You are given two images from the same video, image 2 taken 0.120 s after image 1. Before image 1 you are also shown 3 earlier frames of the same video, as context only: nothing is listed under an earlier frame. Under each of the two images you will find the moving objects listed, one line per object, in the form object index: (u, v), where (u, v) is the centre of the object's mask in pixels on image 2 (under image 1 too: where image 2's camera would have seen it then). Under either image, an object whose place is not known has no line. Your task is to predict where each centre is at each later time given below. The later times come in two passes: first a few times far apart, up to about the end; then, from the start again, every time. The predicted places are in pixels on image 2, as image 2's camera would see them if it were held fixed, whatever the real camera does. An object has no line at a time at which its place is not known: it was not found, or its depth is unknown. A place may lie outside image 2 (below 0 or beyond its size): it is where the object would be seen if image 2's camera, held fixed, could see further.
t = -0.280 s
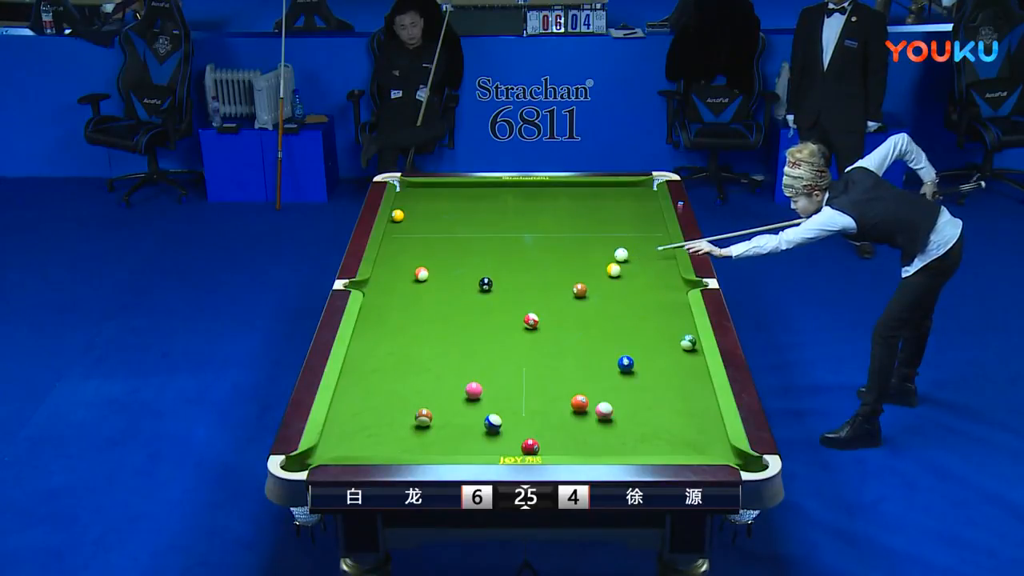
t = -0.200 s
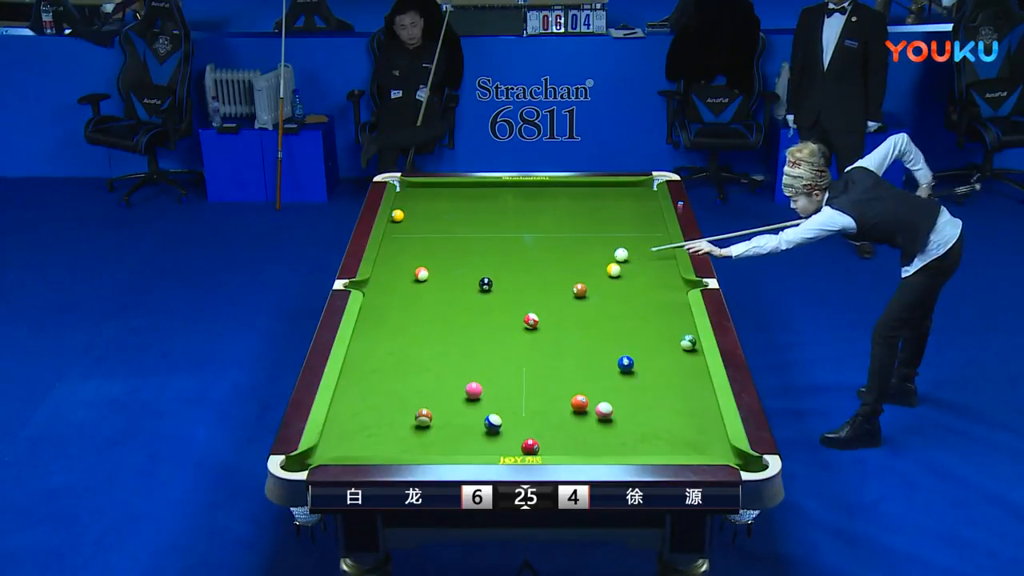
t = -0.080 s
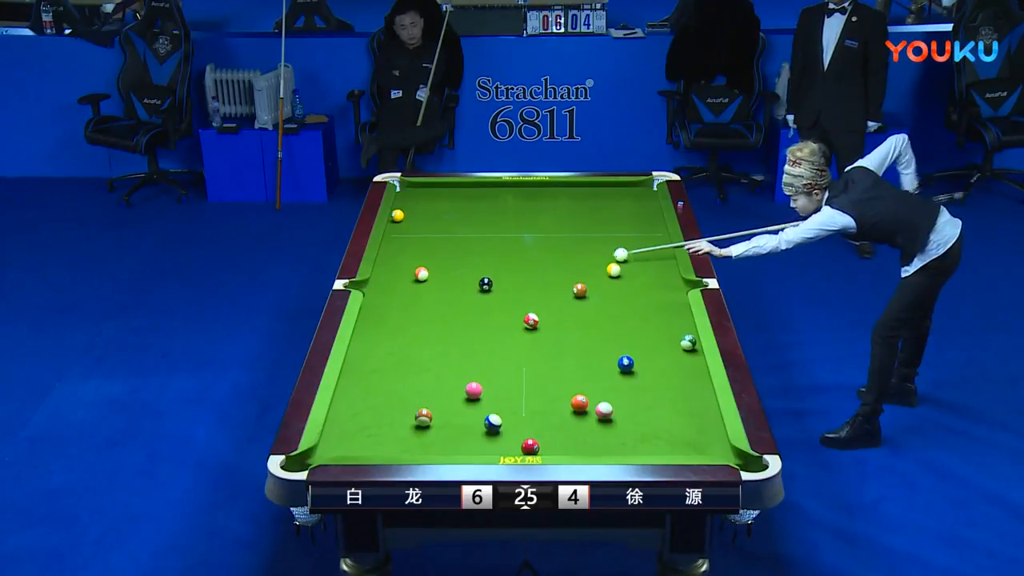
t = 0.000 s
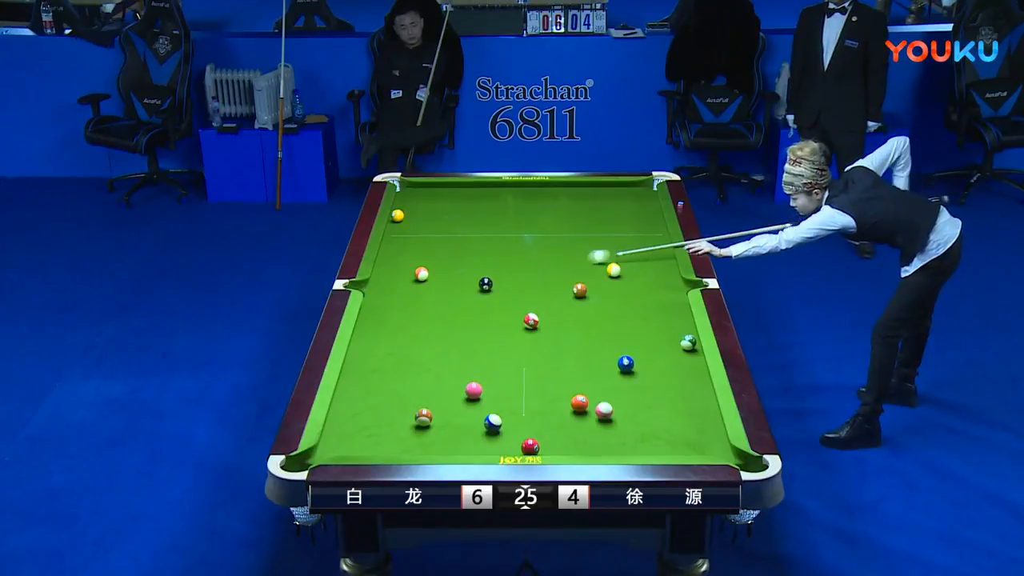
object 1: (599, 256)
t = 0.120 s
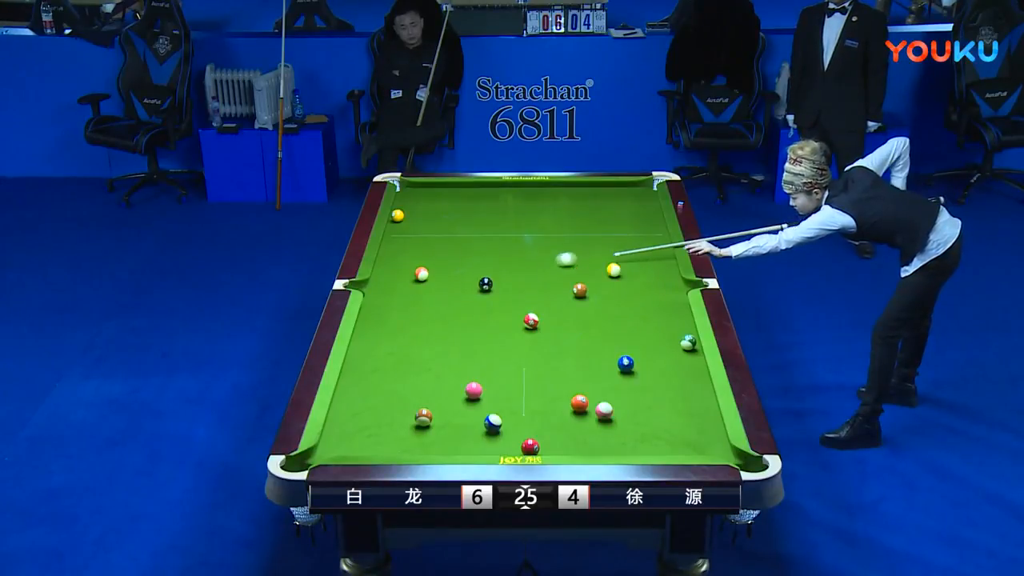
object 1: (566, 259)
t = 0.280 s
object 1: (524, 263)
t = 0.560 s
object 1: (451, 269)
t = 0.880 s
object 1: (412, 265)
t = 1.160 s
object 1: (387, 261)
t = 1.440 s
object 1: (394, 257)
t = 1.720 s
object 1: (409, 253)
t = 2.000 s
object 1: (422, 250)
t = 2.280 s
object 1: (434, 248)
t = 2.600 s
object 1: (445, 245)
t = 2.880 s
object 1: (454, 244)
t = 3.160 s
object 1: (462, 242)
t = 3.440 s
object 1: (469, 241)
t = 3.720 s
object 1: (473, 240)
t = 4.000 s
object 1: (477, 239)
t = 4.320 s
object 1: (480, 239)
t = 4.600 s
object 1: (480, 238)
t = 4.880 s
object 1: (481, 238)
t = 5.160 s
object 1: (481, 239)
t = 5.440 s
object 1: (481, 238)
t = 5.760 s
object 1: (481, 238)
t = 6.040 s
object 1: (481, 238)
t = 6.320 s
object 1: (481, 238)
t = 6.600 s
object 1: (481, 238)
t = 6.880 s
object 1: (481, 238)
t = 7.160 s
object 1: (481, 238)
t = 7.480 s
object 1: (481, 239)
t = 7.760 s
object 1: (481, 238)
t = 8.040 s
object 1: (481, 239)
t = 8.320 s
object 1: (481, 238)
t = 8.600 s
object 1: (481, 238)
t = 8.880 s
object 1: (481, 239)
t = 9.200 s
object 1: (481, 238)
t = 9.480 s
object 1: (481, 239)
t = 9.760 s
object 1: (481, 239)
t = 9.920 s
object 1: (481, 238)
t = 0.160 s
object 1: (555, 260)
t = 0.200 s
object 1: (545, 261)
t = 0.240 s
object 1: (535, 262)
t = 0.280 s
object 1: (524, 263)
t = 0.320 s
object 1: (514, 263)
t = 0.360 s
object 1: (503, 264)
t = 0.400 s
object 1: (493, 266)
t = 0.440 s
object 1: (482, 266)
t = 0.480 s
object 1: (472, 267)
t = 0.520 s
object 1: (462, 268)
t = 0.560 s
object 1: (451, 269)
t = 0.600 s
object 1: (441, 269)
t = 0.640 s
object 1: (433, 270)
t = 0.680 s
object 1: (430, 269)
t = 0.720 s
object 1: (427, 268)
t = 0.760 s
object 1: (423, 268)
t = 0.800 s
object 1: (419, 267)
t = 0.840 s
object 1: (415, 266)
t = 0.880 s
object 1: (412, 265)
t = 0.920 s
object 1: (408, 265)
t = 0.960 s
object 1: (404, 264)
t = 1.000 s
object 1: (401, 263)
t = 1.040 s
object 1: (397, 263)
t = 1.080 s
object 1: (394, 262)
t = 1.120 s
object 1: (390, 261)
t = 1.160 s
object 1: (387, 261)
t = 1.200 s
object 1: (383, 260)
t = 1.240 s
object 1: (382, 259)
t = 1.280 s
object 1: (385, 259)
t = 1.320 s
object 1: (387, 258)
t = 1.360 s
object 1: (389, 258)
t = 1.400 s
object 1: (392, 257)
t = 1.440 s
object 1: (394, 257)
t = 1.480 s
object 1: (396, 256)
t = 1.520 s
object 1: (398, 255)
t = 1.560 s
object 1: (400, 255)
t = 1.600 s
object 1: (403, 255)
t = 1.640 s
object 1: (405, 254)
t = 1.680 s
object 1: (407, 254)
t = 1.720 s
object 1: (409, 253)
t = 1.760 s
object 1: (411, 253)
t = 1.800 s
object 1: (413, 252)
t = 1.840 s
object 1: (415, 252)
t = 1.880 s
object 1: (416, 251)
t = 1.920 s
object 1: (418, 251)
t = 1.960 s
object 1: (420, 251)
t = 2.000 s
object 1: (422, 250)
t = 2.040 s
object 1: (424, 250)
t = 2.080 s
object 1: (426, 250)
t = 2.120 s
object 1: (427, 249)
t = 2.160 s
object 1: (429, 249)
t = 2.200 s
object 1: (430, 248)
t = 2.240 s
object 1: (432, 248)
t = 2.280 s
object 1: (434, 248)
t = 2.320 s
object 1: (435, 248)
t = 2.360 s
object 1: (437, 247)
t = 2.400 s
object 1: (438, 247)
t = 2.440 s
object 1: (440, 246)
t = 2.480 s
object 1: (441, 246)
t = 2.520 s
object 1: (443, 246)
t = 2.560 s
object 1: (444, 245)
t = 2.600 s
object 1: (445, 245)
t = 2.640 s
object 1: (447, 245)
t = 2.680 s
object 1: (448, 245)
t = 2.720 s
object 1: (449, 244)
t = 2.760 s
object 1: (451, 244)
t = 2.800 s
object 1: (452, 244)
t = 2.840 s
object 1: (453, 244)
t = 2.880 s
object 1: (454, 244)
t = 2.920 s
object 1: (456, 243)
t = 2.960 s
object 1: (457, 243)
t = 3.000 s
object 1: (458, 243)
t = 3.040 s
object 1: (459, 242)
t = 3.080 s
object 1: (460, 242)
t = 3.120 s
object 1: (461, 242)
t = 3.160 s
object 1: (462, 242)
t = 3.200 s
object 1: (463, 242)
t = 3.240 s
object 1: (464, 241)
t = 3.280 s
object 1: (465, 241)
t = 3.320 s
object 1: (466, 241)
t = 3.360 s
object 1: (467, 241)
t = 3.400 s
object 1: (468, 241)
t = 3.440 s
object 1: (469, 241)
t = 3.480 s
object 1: (469, 241)
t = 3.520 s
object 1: (470, 240)
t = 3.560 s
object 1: (471, 240)
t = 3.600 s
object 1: (471, 240)
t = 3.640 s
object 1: (472, 240)
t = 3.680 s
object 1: (473, 240)
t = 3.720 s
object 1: (473, 240)
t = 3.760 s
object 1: (474, 240)
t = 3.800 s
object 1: (474, 239)
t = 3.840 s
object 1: (475, 240)
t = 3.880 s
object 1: (475, 240)
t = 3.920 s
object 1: (476, 239)
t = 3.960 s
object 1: (476, 239)
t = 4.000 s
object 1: (477, 239)
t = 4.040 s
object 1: (477, 239)
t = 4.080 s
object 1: (478, 239)
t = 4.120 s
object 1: (478, 239)
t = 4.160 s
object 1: (478, 239)
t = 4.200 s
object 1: (479, 239)
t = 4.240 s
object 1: (479, 239)
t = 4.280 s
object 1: (479, 239)
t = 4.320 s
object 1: (480, 239)
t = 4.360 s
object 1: (480, 238)
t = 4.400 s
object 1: (480, 239)
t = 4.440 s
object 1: (480, 239)
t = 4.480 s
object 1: (480, 239)
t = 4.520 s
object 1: (480, 239)
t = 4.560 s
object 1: (480, 238)
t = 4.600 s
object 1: (480, 238)
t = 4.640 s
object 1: (481, 238)
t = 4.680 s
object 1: (481, 238)
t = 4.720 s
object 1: (481, 238)
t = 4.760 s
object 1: (481, 238)
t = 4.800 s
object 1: (481, 238)
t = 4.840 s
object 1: (481, 238)
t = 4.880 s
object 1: (481, 238)
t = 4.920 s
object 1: (481, 238)
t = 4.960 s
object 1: (481, 238)
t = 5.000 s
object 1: (481, 238)
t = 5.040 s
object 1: (481, 238)
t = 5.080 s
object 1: (481, 239)
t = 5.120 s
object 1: (481, 239)
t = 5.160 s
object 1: (481, 239)
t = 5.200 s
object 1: (481, 238)
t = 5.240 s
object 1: (481, 239)
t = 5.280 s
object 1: (481, 239)
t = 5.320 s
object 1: (481, 239)
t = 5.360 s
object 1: (481, 238)
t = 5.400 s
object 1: (481, 238)
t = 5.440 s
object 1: (481, 238)
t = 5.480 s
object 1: (481, 238)
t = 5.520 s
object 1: (481, 238)
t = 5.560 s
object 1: (481, 238)
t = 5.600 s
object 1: (481, 238)
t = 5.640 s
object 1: (481, 238)
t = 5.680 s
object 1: (481, 238)
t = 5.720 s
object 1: (481, 238)
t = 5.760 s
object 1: (481, 238)
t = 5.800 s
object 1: (481, 238)
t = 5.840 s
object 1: (481, 238)
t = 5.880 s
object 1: (481, 238)
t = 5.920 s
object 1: (481, 238)
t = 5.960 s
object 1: (481, 238)
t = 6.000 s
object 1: (481, 238)
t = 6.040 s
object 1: (481, 238)
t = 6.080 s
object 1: (481, 238)
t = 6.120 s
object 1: (481, 238)
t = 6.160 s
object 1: (481, 238)
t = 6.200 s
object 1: (481, 238)
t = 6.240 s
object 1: (481, 238)
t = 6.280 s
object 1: (481, 238)
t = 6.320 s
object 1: (481, 238)
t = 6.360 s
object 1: (481, 238)
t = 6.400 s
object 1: (481, 238)
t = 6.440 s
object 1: (481, 238)
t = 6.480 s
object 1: (481, 238)
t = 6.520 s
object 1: (481, 238)
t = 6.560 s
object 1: (481, 238)
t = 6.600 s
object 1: (481, 238)
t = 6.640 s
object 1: (481, 238)
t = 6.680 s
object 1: (481, 238)
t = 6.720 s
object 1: (481, 238)
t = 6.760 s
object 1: (481, 238)
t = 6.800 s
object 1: (481, 238)
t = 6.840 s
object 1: (481, 238)
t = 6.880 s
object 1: (481, 238)
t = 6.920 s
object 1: (481, 238)
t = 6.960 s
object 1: (481, 238)
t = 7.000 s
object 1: (481, 238)
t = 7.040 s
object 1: (481, 238)
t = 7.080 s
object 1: (481, 239)
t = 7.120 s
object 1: (481, 238)
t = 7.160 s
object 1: (481, 238)
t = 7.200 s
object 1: (481, 238)
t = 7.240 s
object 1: (481, 238)
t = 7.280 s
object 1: (481, 238)
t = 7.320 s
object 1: (481, 238)
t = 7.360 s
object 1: (481, 238)
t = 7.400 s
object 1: (481, 239)
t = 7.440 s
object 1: (481, 239)
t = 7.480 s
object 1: (481, 239)
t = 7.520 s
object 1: (481, 239)
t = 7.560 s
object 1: (481, 238)
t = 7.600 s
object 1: (481, 238)
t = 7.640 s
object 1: (481, 238)
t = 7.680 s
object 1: (481, 238)
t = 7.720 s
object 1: (481, 238)
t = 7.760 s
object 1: (481, 238)
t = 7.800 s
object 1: (481, 238)
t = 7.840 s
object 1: (481, 238)
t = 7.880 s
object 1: (481, 238)
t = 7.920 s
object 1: (481, 239)
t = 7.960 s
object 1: (481, 238)
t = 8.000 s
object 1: (481, 238)
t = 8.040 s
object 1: (481, 239)
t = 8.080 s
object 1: (481, 238)
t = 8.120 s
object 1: (481, 238)
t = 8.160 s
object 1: (481, 239)
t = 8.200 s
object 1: (481, 238)
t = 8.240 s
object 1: (481, 238)
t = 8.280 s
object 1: (481, 238)
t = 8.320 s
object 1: (481, 238)
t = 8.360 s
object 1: (481, 238)
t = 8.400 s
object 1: (481, 239)
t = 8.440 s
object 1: (481, 238)
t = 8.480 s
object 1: (481, 238)
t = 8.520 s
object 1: (481, 238)
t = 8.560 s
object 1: (481, 238)
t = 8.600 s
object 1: (481, 238)
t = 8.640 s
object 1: (481, 239)
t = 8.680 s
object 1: (481, 239)
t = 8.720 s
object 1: (481, 238)
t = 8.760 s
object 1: (481, 238)
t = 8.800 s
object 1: (481, 239)
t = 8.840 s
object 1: (481, 238)
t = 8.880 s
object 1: (481, 239)
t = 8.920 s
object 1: (481, 238)
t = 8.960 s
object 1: (481, 238)
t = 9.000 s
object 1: (481, 238)
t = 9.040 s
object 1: (481, 238)
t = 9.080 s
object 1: (481, 238)
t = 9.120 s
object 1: (481, 238)
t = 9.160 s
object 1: (481, 238)
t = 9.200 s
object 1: (481, 238)
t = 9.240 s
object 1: (481, 238)
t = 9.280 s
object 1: (481, 238)
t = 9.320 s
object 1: (481, 238)
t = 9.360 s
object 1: (481, 239)
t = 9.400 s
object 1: (481, 239)
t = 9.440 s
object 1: (481, 238)
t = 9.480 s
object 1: (481, 239)
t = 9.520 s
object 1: (481, 238)
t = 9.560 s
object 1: (481, 239)
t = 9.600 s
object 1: (481, 238)
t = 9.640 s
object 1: (481, 239)
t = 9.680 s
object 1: (481, 238)
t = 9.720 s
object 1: (481, 239)
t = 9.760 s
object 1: (481, 239)
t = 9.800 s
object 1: (481, 239)
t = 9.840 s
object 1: (481, 238)
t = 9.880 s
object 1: (481, 238)
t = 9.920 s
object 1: (481, 238)
